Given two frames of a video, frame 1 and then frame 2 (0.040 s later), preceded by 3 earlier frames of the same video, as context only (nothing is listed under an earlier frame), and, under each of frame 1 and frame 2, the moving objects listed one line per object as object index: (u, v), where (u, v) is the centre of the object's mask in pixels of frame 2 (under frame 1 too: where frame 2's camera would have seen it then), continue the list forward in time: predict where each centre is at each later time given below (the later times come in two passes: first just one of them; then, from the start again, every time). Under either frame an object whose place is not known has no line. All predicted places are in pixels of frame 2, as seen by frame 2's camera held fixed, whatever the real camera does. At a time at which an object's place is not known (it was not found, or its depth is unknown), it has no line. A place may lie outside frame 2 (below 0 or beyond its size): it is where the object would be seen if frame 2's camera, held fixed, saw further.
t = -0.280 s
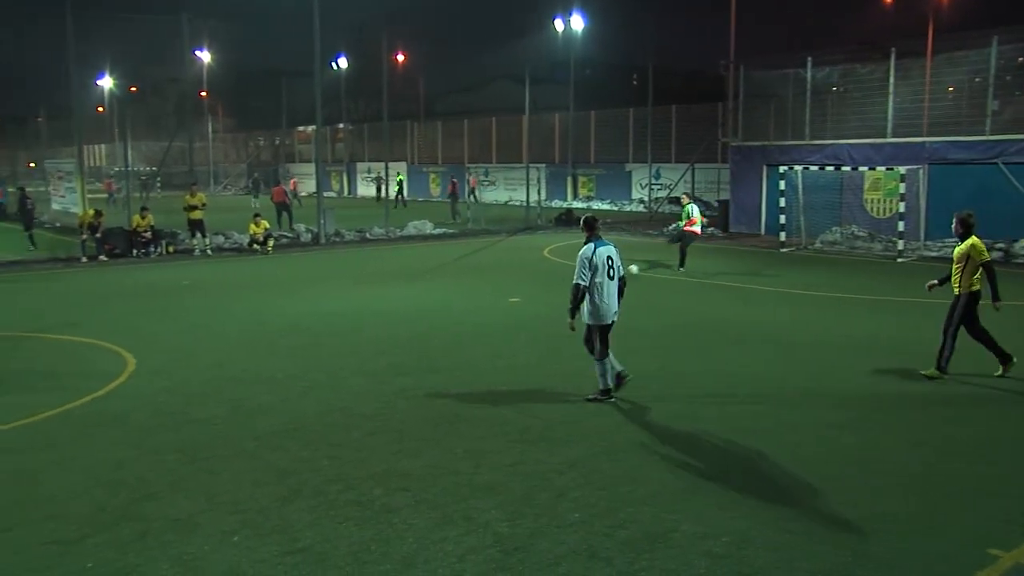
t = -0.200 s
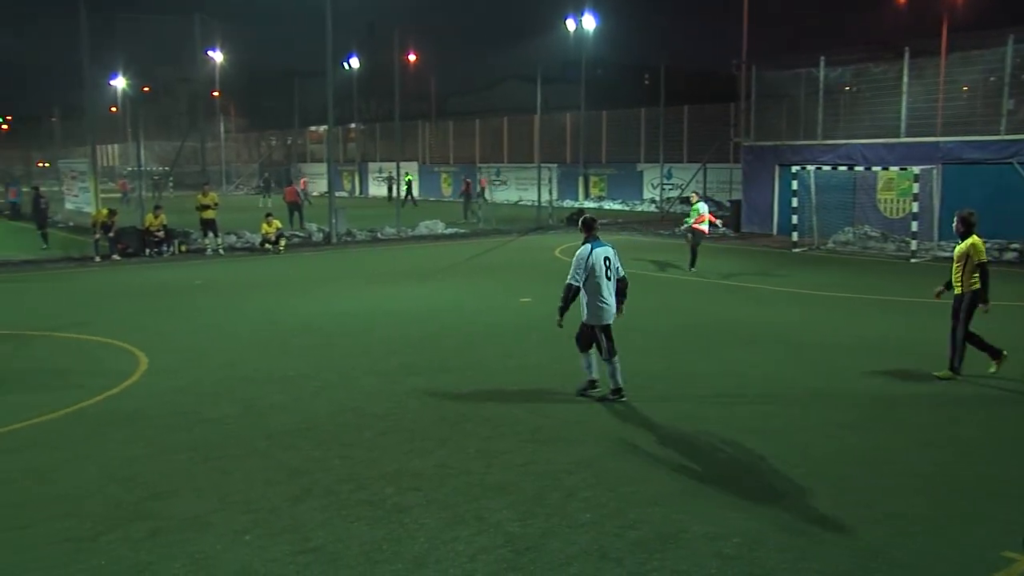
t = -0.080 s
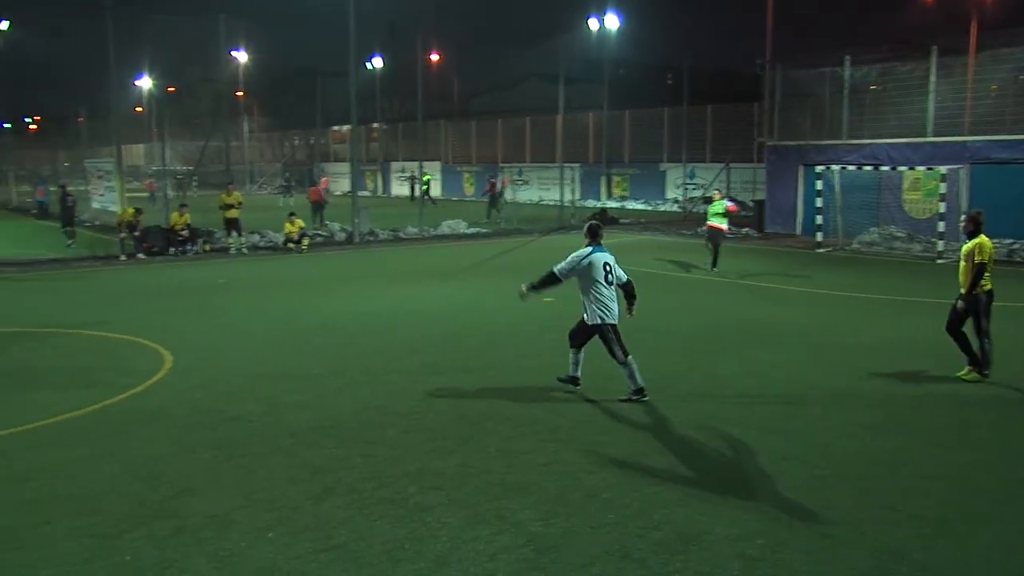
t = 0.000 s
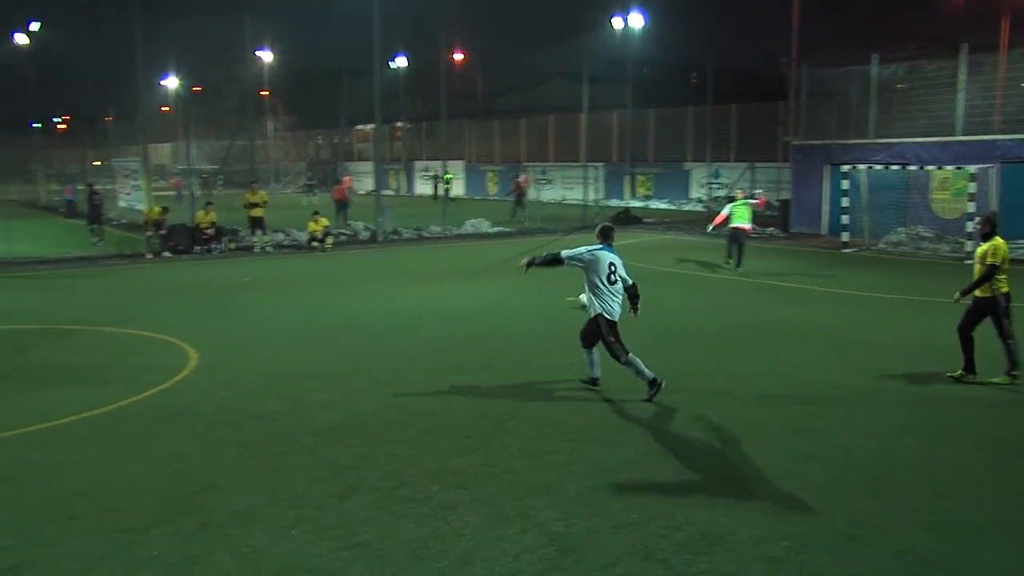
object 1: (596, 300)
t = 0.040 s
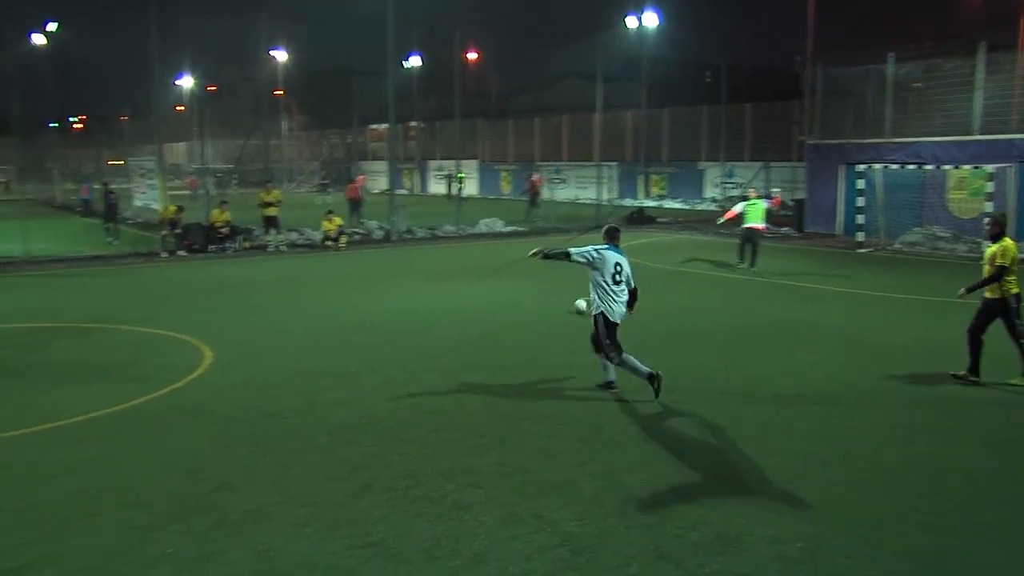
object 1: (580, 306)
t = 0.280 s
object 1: (464, 336)
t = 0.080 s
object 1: (563, 308)
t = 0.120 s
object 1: (545, 313)
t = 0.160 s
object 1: (526, 319)
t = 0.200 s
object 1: (505, 327)
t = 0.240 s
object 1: (486, 330)
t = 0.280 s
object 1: (464, 336)
